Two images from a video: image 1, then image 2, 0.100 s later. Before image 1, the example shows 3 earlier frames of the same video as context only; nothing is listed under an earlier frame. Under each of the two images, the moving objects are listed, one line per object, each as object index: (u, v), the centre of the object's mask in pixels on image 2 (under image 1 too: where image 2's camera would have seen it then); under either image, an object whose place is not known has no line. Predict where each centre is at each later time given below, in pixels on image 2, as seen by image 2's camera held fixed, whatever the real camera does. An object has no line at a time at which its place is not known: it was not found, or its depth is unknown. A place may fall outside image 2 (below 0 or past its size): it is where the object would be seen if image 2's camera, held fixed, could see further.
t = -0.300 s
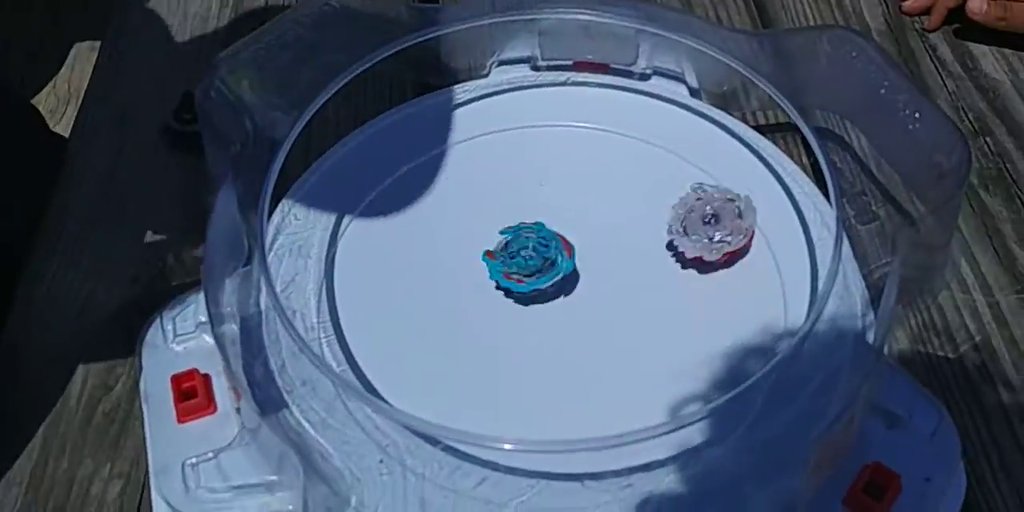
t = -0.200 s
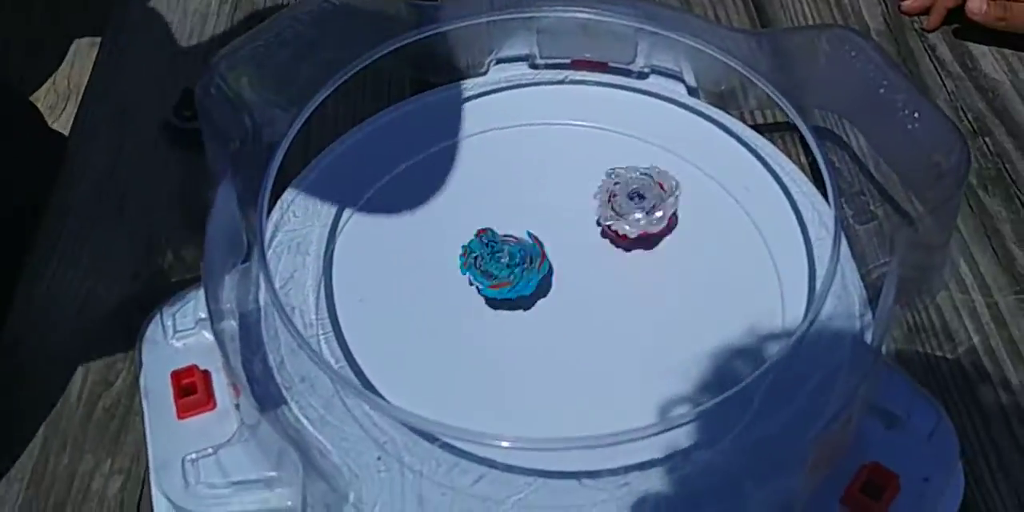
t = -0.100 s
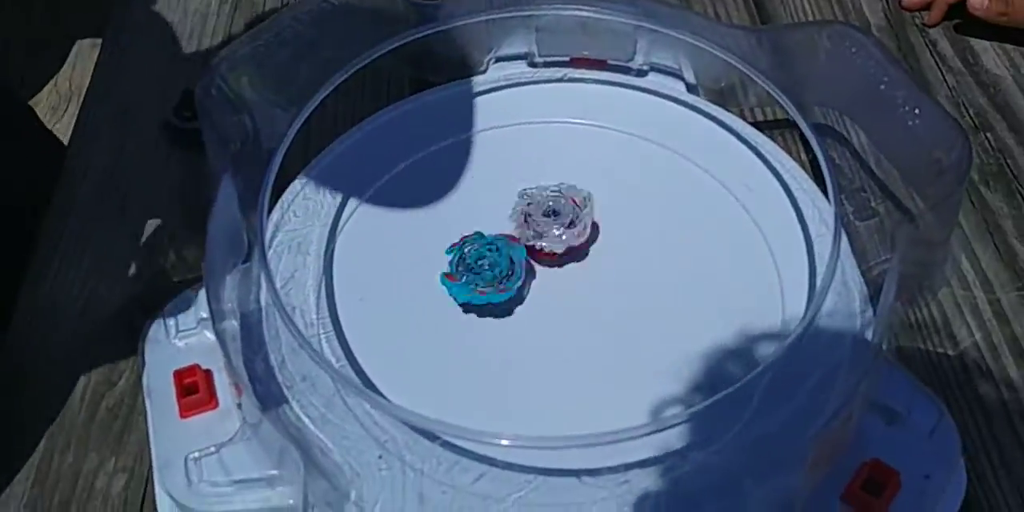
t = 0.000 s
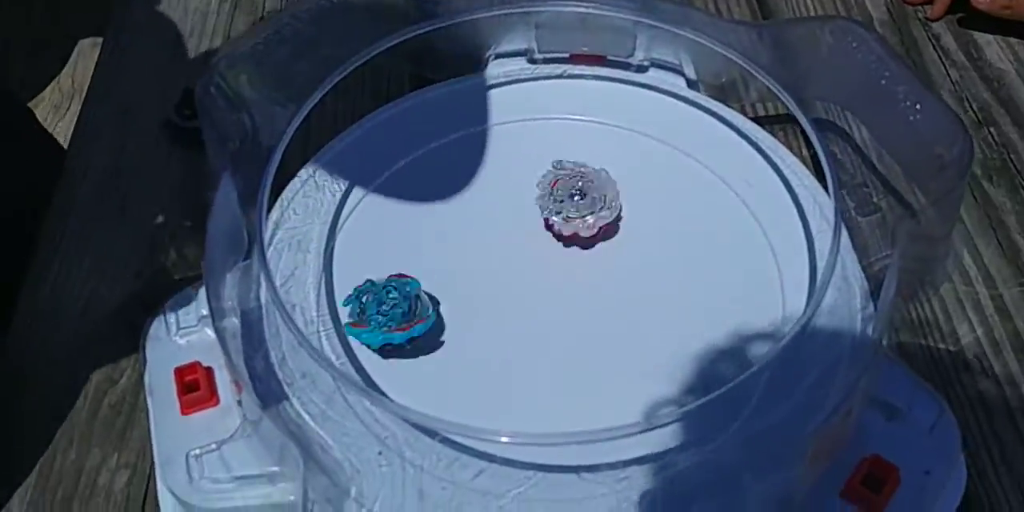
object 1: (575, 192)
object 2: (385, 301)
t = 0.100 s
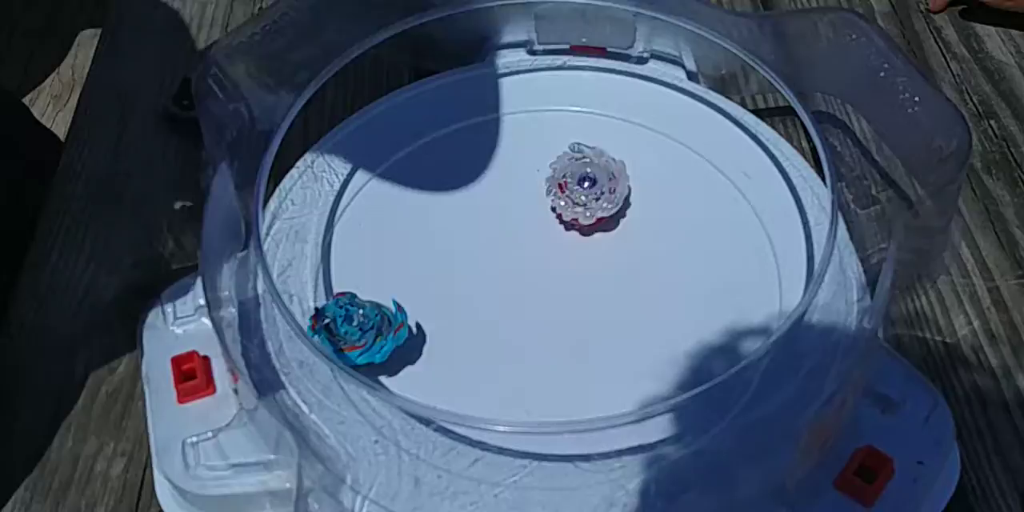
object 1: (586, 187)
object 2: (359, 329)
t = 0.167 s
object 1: (582, 189)
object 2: (352, 337)
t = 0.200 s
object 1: (578, 197)
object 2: (351, 344)
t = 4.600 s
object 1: (518, 266)
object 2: (576, 317)
